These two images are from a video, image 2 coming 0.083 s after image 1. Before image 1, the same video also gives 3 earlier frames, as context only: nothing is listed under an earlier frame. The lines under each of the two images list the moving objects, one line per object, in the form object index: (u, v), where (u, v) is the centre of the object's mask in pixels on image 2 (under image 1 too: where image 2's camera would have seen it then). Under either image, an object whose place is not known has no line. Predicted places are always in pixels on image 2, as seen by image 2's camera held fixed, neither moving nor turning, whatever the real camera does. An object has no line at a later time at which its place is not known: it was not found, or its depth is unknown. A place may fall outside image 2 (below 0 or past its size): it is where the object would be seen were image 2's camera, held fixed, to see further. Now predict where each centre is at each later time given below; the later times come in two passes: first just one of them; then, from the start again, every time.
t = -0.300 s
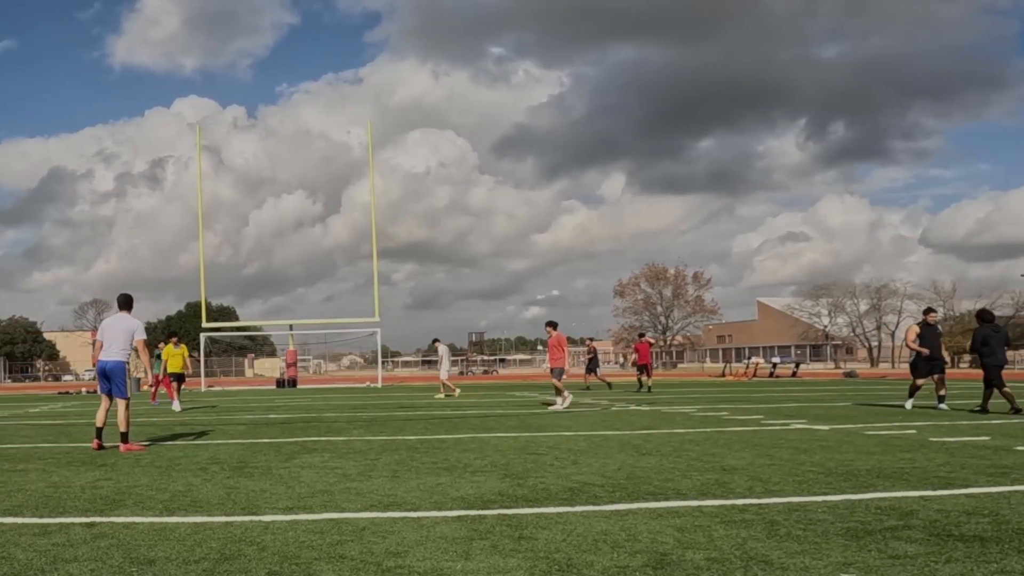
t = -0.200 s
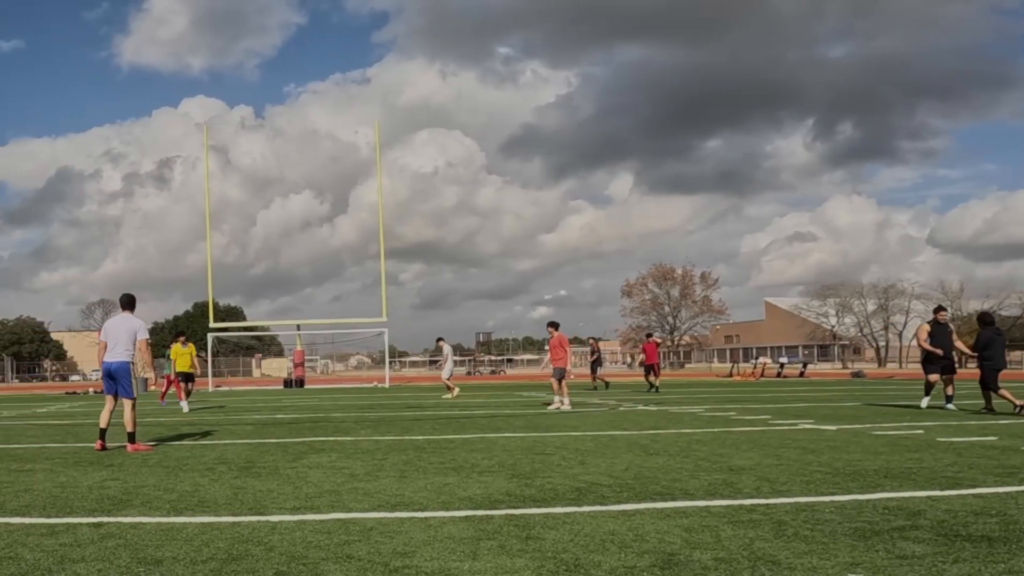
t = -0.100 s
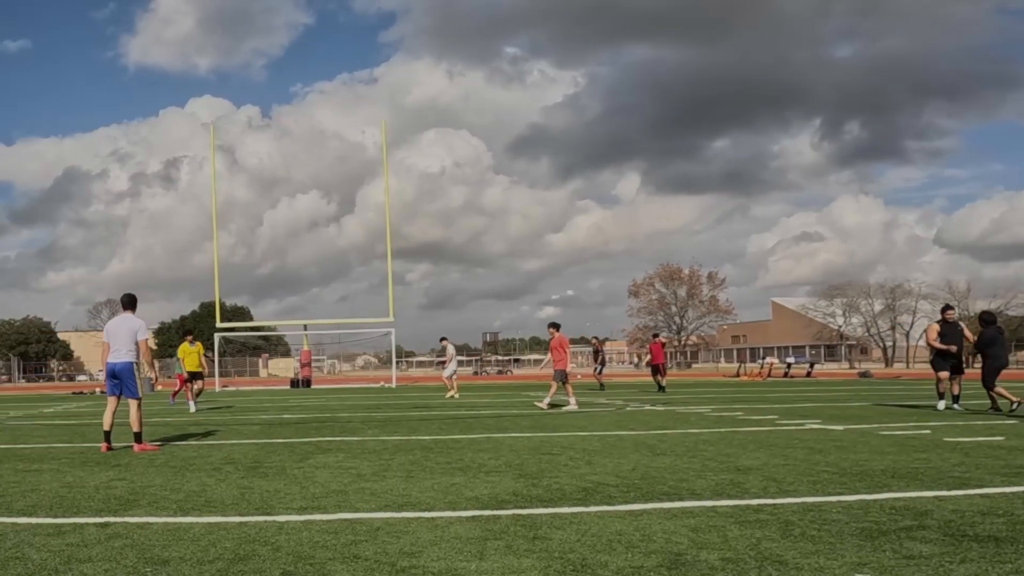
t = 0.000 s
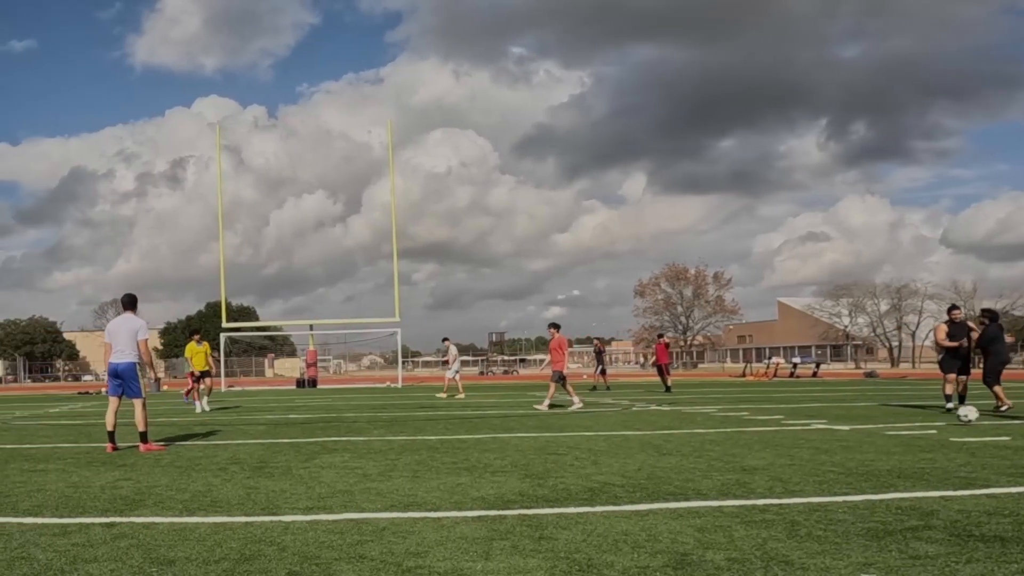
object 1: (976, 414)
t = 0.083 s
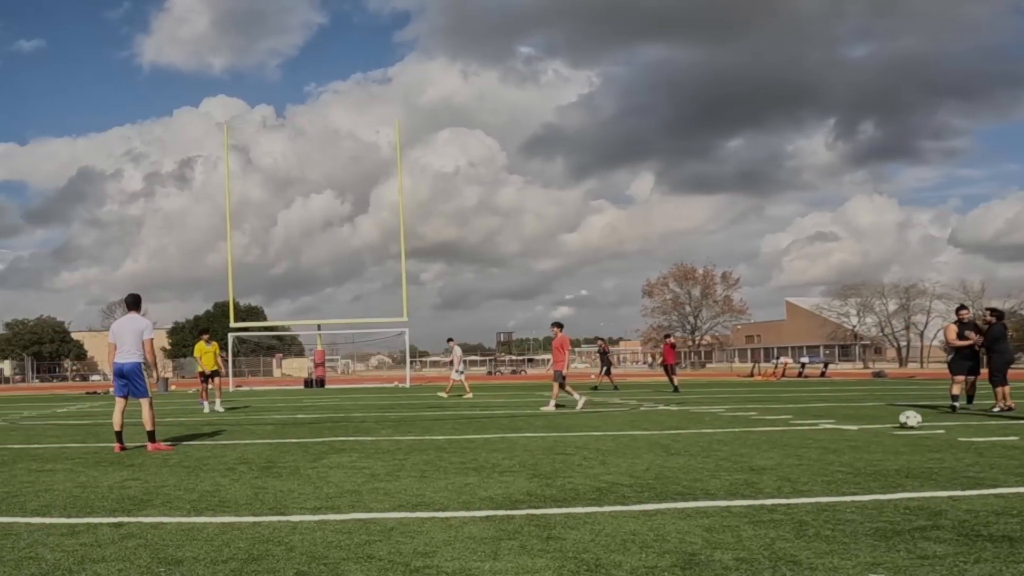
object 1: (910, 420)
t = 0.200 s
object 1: (826, 421)
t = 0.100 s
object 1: (898, 419)
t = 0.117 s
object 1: (886, 419)
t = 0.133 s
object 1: (874, 419)
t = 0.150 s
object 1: (862, 419)
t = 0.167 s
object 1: (851, 420)
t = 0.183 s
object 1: (839, 420)
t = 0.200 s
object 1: (826, 421)
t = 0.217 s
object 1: (814, 422)
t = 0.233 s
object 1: (802, 424)
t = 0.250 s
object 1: (790, 425)
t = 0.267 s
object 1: (780, 425)
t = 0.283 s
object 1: (769, 425)
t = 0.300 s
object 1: (759, 425)
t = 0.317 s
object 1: (748, 425)
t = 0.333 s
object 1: (737, 425)
